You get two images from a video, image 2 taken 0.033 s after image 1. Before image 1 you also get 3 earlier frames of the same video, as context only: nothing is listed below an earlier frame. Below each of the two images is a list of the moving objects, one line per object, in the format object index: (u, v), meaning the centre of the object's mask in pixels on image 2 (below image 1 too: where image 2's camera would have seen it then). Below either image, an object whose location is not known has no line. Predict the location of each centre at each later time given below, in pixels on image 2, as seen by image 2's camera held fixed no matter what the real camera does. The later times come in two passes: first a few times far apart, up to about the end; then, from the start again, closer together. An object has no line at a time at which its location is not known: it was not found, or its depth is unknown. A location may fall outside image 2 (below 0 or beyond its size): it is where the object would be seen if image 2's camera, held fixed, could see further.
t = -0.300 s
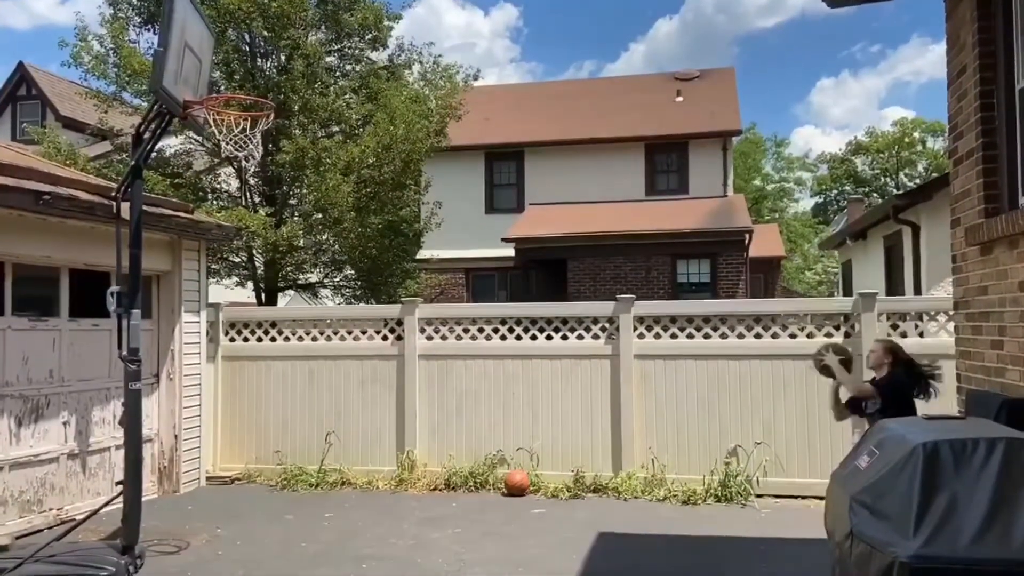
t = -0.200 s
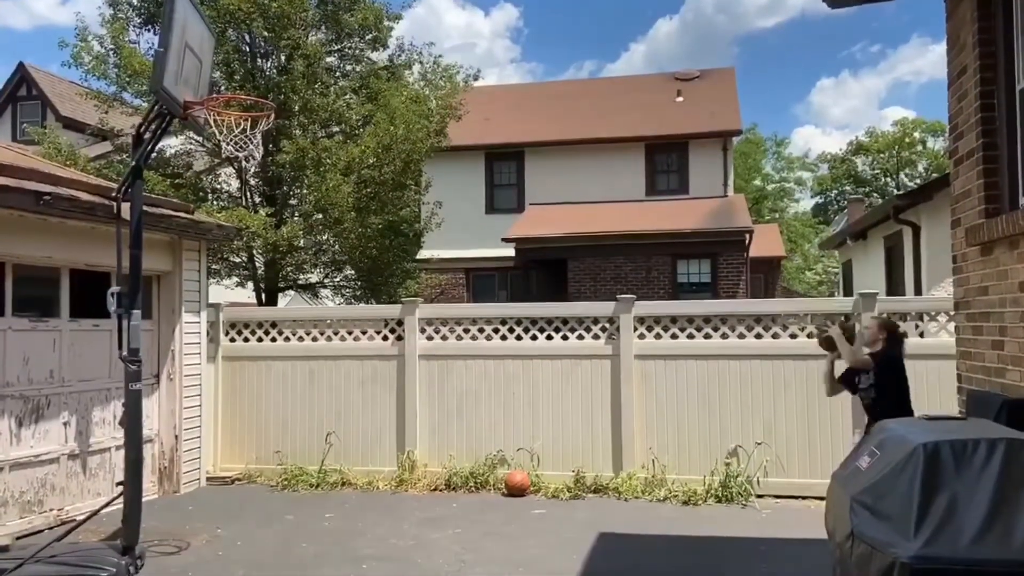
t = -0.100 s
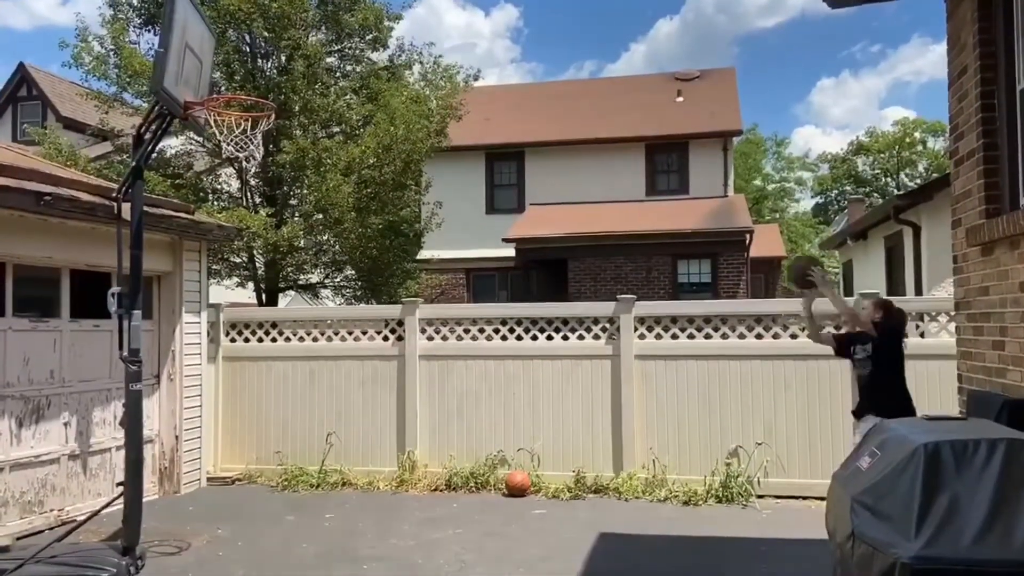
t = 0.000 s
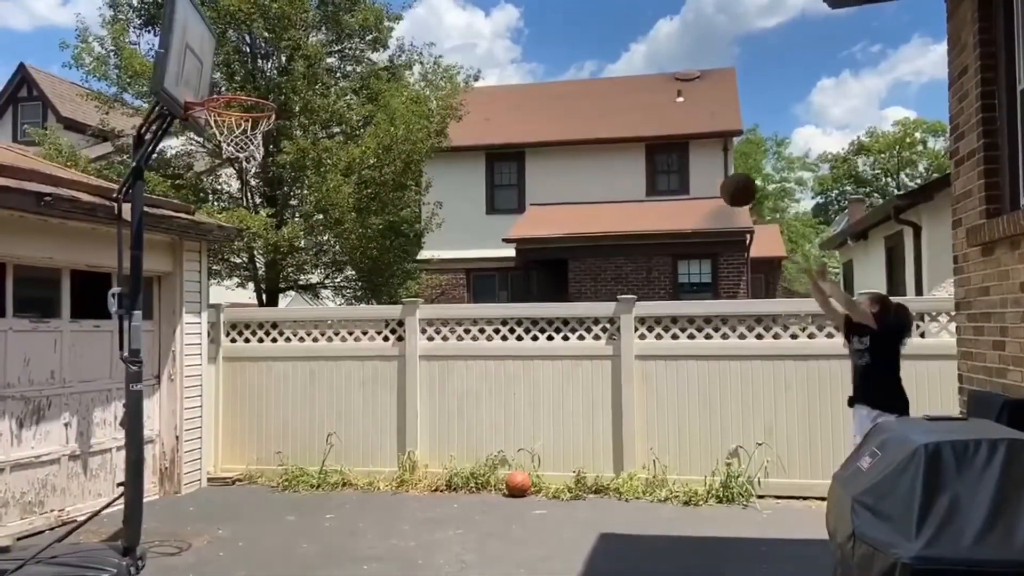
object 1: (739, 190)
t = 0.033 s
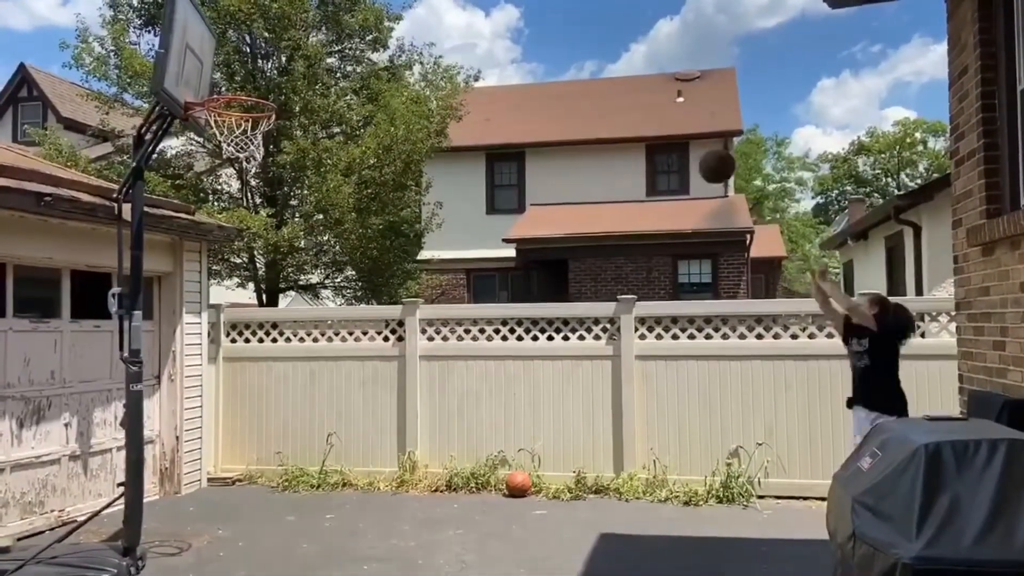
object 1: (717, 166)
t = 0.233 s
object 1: (589, 63)
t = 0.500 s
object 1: (427, 17)
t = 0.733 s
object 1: (291, 59)
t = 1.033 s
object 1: (248, 136)
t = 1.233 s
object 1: (306, 207)
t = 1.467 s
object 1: (367, 341)
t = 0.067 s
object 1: (695, 145)
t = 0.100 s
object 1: (673, 125)
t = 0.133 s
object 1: (651, 108)
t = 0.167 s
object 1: (631, 91)
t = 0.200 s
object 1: (610, 76)
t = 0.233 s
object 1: (589, 63)
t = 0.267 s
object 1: (568, 52)
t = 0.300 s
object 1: (548, 42)
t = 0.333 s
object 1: (527, 34)
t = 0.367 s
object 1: (507, 26)
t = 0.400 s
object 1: (487, 22)
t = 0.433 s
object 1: (468, 18)
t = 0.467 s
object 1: (447, 17)
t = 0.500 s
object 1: (427, 17)
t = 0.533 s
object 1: (408, 18)
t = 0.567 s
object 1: (388, 21)
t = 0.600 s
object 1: (369, 25)
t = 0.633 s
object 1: (349, 30)
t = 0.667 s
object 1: (329, 38)
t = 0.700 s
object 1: (310, 48)
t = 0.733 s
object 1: (291, 59)
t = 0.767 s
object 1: (272, 72)
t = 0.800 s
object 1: (252, 84)
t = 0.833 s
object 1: (234, 101)
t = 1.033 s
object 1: (248, 136)
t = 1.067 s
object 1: (268, 159)
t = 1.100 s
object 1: (279, 162)
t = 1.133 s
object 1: (280, 172)
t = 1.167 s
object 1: (288, 182)
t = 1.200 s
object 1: (297, 194)
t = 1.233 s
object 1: (306, 207)
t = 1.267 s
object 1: (315, 222)
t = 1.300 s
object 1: (325, 237)
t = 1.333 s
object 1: (332, 254)
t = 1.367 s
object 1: (342, 274)
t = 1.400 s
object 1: (351, 295)
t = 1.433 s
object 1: (359, 318)
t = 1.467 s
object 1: (367, 341)
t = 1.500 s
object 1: (376, 367)
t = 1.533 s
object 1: (384, 395)
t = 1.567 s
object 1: (393, 423)
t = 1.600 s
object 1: (401, 454)
